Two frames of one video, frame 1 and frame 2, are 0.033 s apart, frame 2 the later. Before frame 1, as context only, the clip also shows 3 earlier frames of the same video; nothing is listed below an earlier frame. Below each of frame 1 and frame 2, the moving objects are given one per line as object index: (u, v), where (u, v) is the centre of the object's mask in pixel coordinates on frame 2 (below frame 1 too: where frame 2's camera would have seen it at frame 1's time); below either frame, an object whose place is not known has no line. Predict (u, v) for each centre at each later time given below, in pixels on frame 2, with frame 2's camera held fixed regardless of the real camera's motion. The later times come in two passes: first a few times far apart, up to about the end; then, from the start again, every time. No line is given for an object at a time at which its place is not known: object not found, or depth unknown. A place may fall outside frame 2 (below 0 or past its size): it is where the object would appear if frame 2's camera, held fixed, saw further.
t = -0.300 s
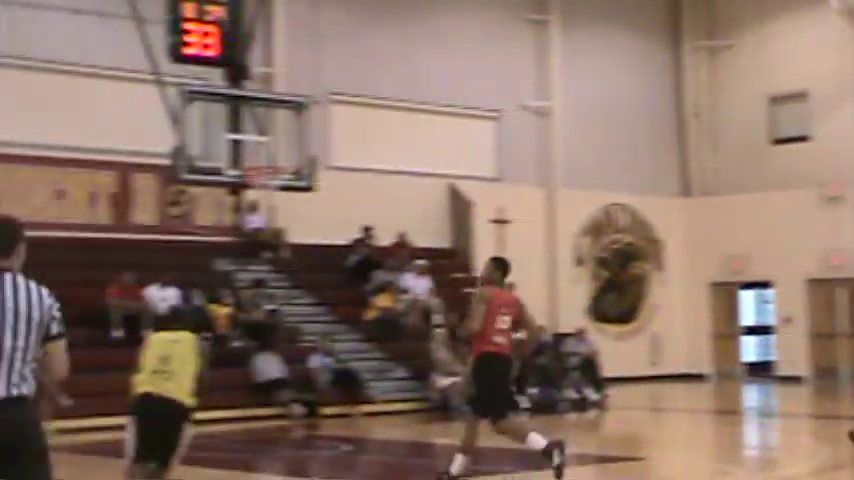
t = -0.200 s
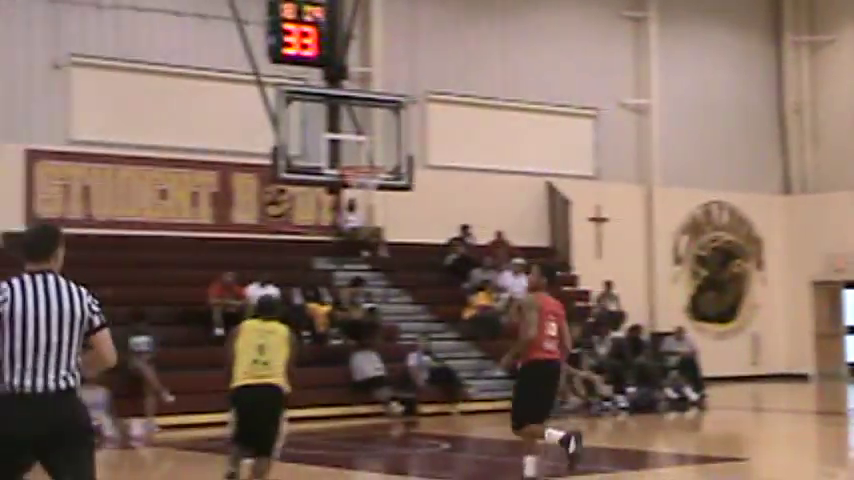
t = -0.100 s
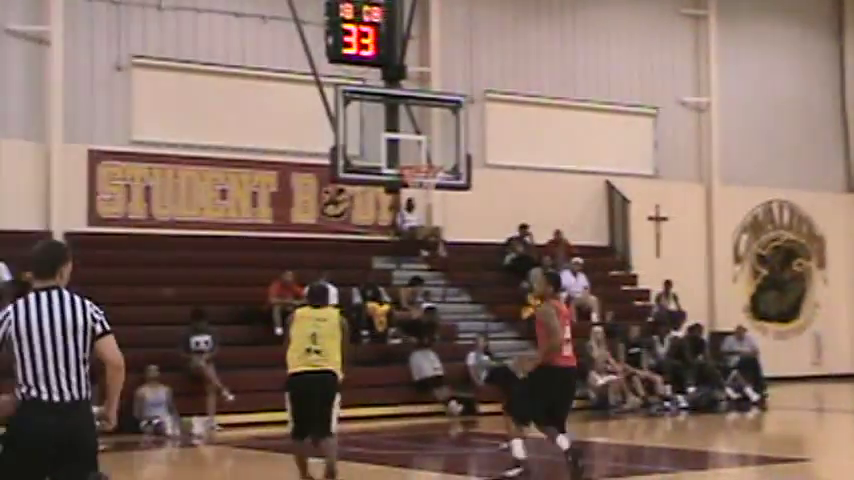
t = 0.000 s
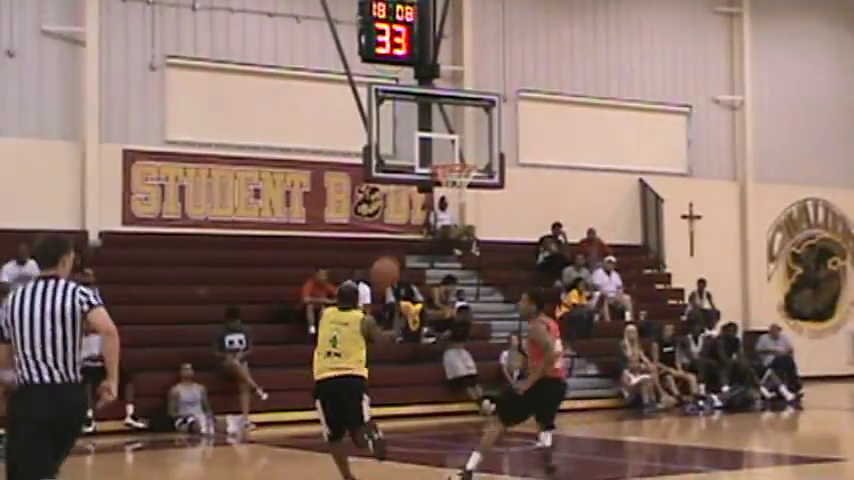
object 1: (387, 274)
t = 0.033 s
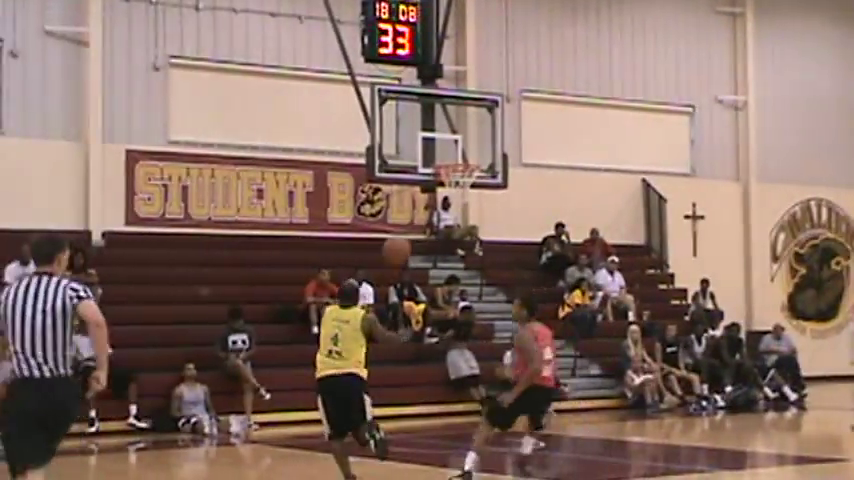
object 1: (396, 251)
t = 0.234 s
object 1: (441, 150)
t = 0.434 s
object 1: (479, 107)
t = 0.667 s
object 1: (514, 110)
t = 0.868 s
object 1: (540, 149)
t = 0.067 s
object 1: (404, 228)
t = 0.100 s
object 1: (412, 205)
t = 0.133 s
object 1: (422, 193)
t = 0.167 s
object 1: (428, 177)
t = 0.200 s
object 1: (434, 162)
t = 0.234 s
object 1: (441, 150)
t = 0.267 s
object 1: (448, 139)
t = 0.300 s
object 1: (454, 131)
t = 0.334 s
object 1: (460, 122)
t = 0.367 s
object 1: (466, 116)
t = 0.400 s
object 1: (472, 110)
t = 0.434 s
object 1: (479, 107)
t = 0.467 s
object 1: (484, 104)
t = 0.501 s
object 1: (489, 103)
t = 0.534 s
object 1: (495, 102)
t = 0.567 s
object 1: (500, 104)
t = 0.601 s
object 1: (504, 105)
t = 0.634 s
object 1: (509, 106)
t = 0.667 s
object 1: (514, 110)
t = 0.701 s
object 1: (519, 114)
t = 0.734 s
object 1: (523, 120)
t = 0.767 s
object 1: (528, 126)
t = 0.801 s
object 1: (532, 133)
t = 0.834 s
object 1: (536, 141)
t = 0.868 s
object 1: (540, 149)
